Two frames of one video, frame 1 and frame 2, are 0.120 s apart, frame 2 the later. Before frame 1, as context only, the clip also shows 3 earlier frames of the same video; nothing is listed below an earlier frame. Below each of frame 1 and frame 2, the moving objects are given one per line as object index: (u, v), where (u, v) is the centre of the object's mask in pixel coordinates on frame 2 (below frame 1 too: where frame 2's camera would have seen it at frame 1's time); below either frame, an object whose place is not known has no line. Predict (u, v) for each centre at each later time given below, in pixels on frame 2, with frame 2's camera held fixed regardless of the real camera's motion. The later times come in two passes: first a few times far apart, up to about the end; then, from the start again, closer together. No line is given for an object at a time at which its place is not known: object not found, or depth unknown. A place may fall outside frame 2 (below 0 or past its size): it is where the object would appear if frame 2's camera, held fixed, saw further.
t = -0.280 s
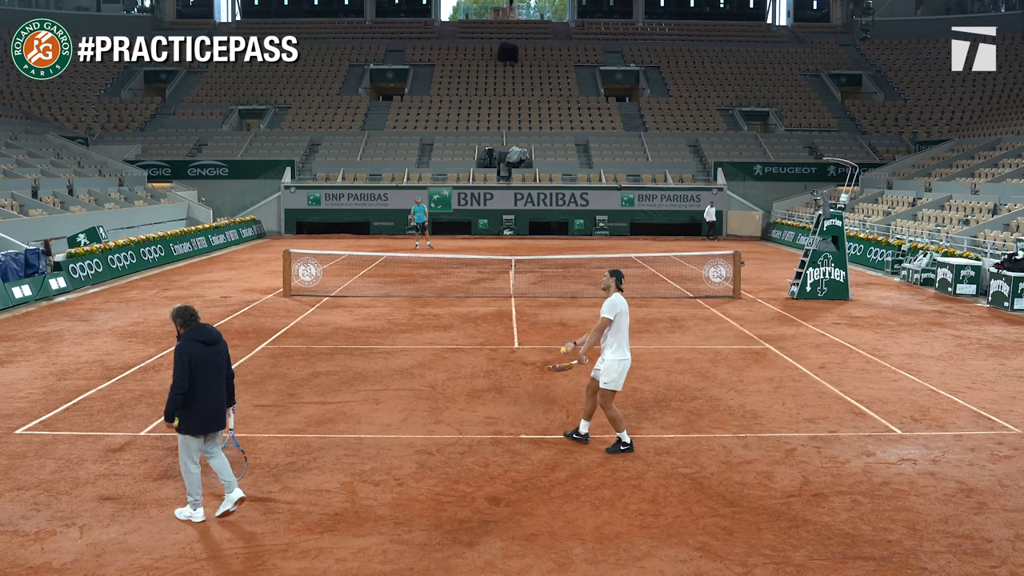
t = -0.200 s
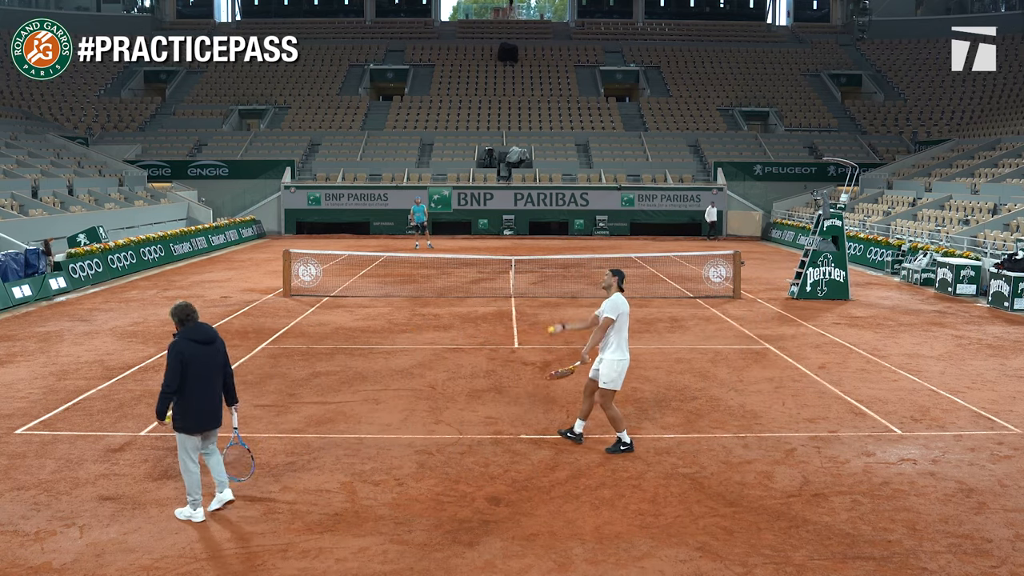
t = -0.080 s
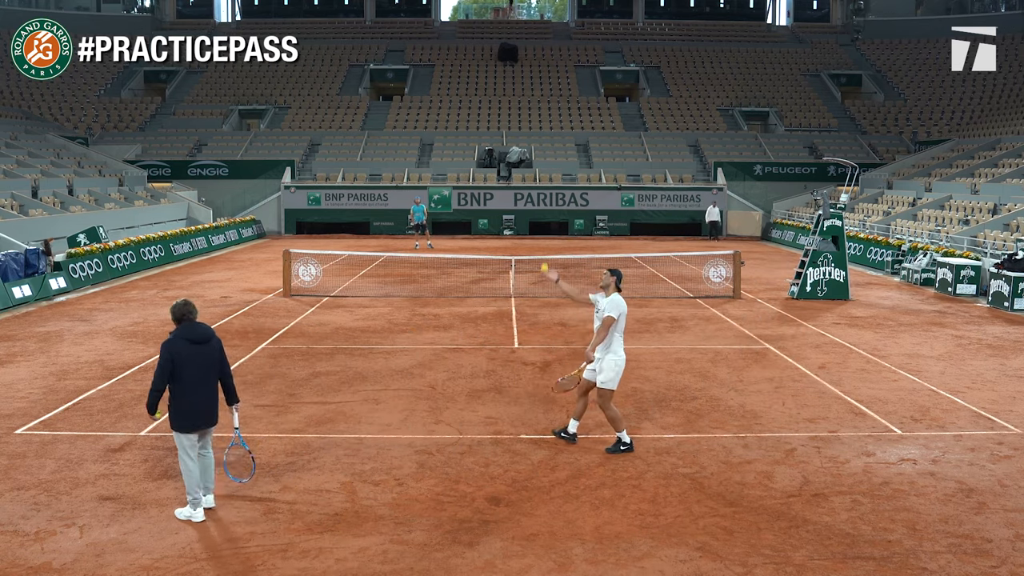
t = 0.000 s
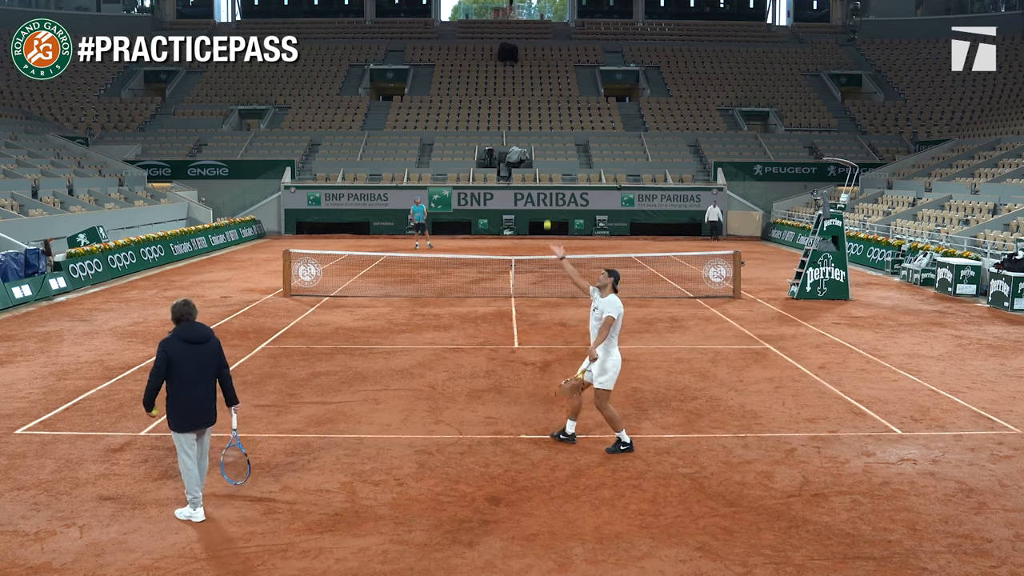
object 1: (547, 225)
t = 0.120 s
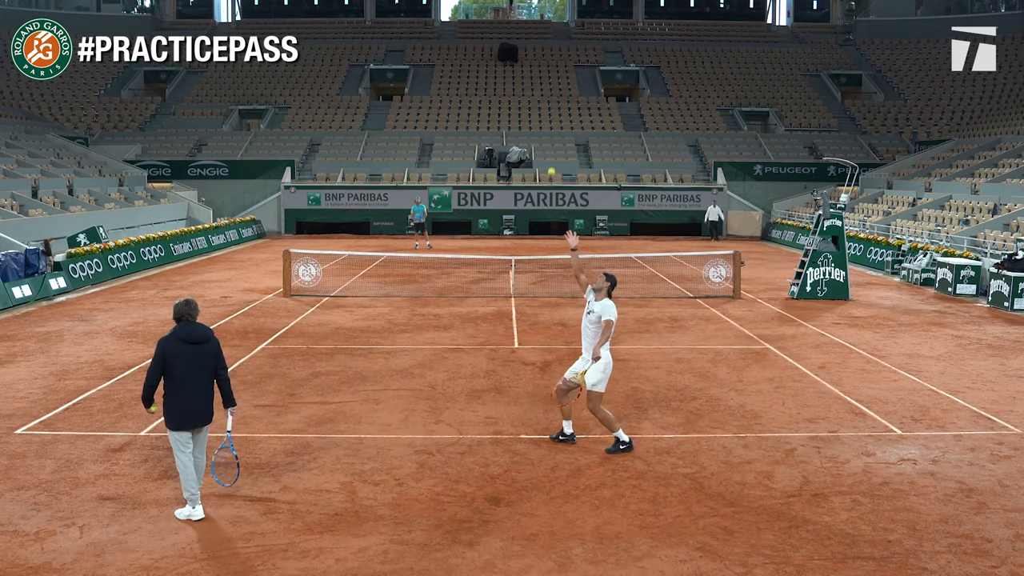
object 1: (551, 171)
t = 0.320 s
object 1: (557, 115)
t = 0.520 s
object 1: (562, 97)
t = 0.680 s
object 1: (566, 111)
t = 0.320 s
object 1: (557, 115)
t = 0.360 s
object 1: (558, 108)
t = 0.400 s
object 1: (560, 103)
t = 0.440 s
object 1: (560, 100)
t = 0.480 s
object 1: (561, 98)
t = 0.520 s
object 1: (562, 97)
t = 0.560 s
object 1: (563, 98)
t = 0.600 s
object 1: (564, 101)
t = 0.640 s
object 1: (565, 105)
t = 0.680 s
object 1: (566, 111)
